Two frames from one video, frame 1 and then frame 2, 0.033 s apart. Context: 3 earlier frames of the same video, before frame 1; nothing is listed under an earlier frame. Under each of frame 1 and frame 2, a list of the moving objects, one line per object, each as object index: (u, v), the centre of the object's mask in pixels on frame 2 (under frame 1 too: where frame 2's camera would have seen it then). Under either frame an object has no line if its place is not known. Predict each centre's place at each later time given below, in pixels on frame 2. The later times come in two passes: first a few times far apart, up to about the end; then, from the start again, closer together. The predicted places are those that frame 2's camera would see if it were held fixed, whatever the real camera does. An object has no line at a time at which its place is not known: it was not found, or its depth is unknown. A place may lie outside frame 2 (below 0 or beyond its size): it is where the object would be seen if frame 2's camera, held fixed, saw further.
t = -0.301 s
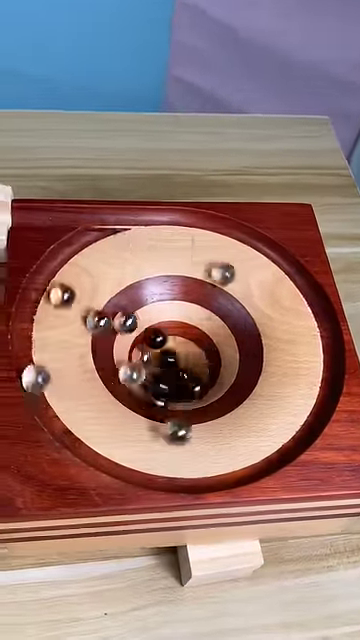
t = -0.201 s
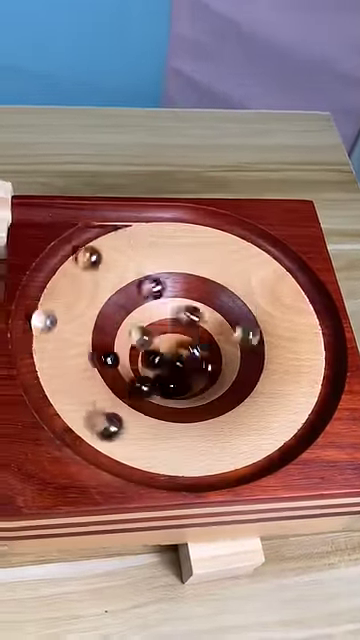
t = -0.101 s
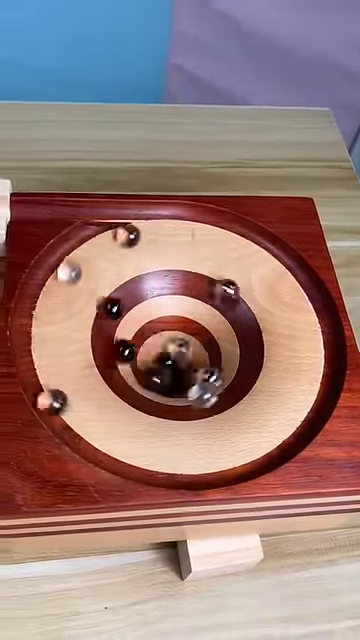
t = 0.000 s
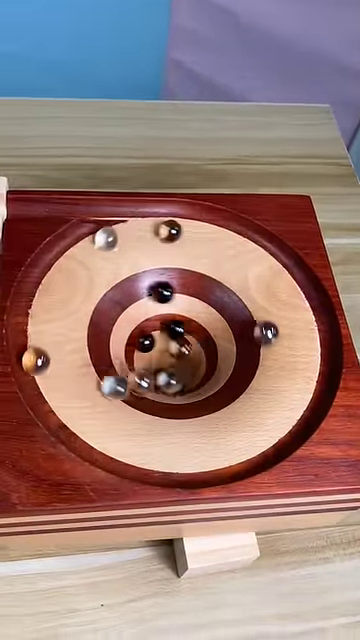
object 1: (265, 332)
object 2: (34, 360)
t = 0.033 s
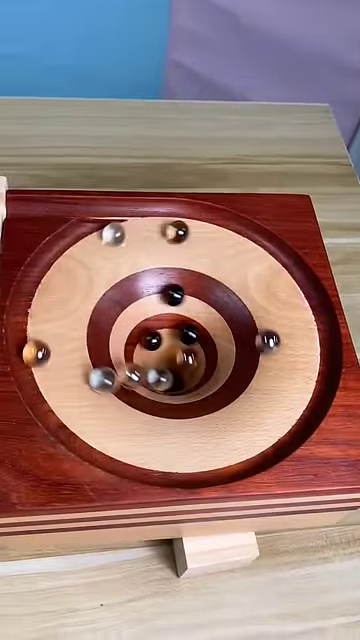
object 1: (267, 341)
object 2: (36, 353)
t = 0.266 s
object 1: (169, 414)
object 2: (108, 261)
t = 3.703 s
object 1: (126, 316)
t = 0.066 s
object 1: (268, 359)
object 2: (39, 338)
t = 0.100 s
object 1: (262, 376)
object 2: (44, 324)
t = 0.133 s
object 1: (252, 391)
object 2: (52, 309)
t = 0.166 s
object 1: (235, 404)
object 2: (62, 294)
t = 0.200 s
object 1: (213, 413)
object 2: (75, 280)
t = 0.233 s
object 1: (192, 418)
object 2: (91, 269)
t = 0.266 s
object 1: (169, 414)
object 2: (108, 261)
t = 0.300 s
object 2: (127, 255)
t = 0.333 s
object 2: (148, 253)
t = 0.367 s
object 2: (171, 255)
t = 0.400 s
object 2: (192, 261)
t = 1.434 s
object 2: (171, 283)
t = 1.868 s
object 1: (234, 334)
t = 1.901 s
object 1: (234, 354)
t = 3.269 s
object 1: (156, 302)
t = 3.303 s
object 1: (181, 309)
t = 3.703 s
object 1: (126, 316)
